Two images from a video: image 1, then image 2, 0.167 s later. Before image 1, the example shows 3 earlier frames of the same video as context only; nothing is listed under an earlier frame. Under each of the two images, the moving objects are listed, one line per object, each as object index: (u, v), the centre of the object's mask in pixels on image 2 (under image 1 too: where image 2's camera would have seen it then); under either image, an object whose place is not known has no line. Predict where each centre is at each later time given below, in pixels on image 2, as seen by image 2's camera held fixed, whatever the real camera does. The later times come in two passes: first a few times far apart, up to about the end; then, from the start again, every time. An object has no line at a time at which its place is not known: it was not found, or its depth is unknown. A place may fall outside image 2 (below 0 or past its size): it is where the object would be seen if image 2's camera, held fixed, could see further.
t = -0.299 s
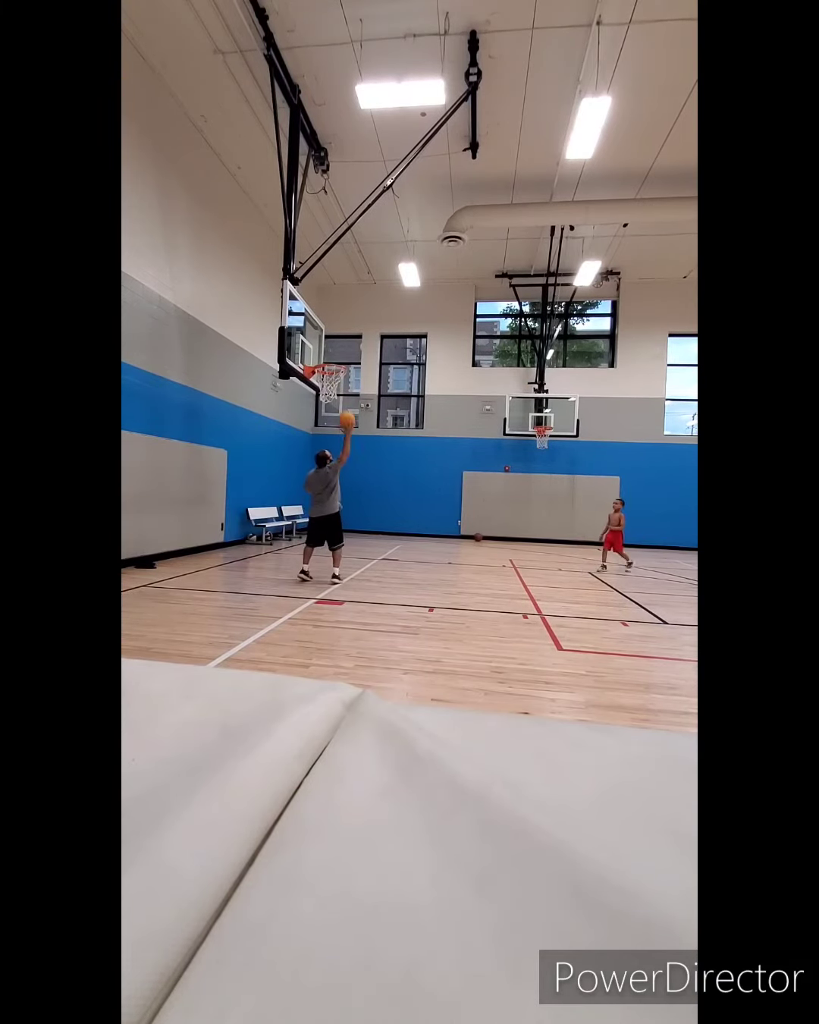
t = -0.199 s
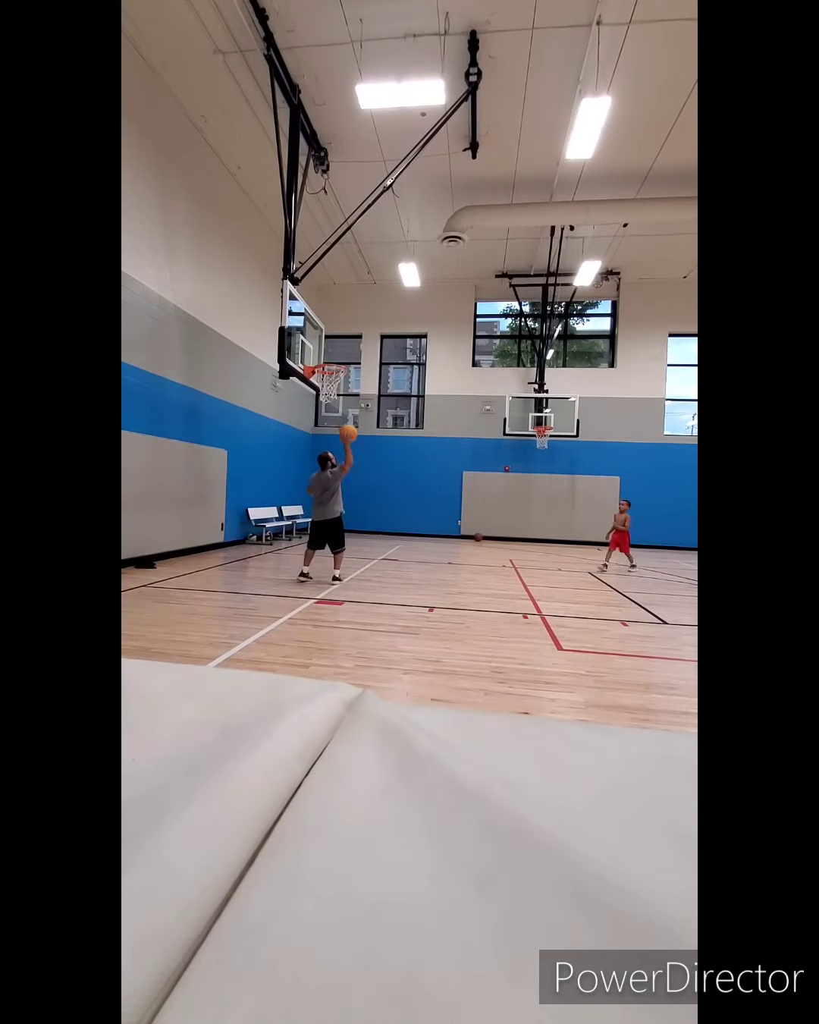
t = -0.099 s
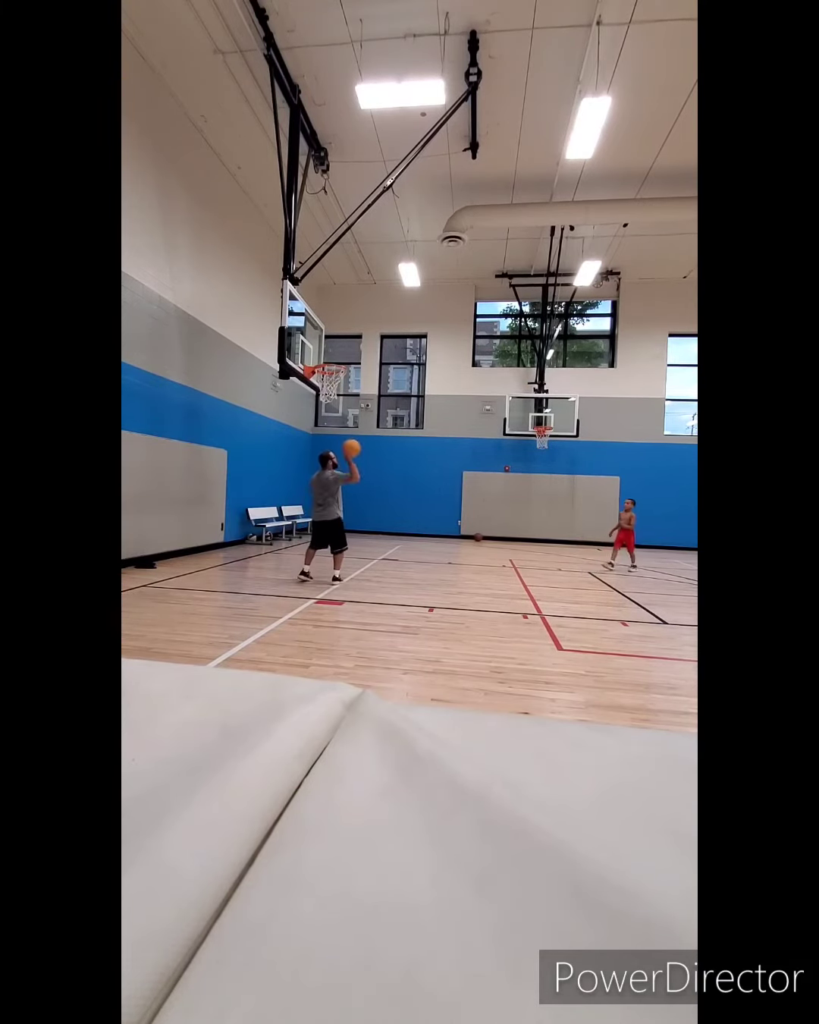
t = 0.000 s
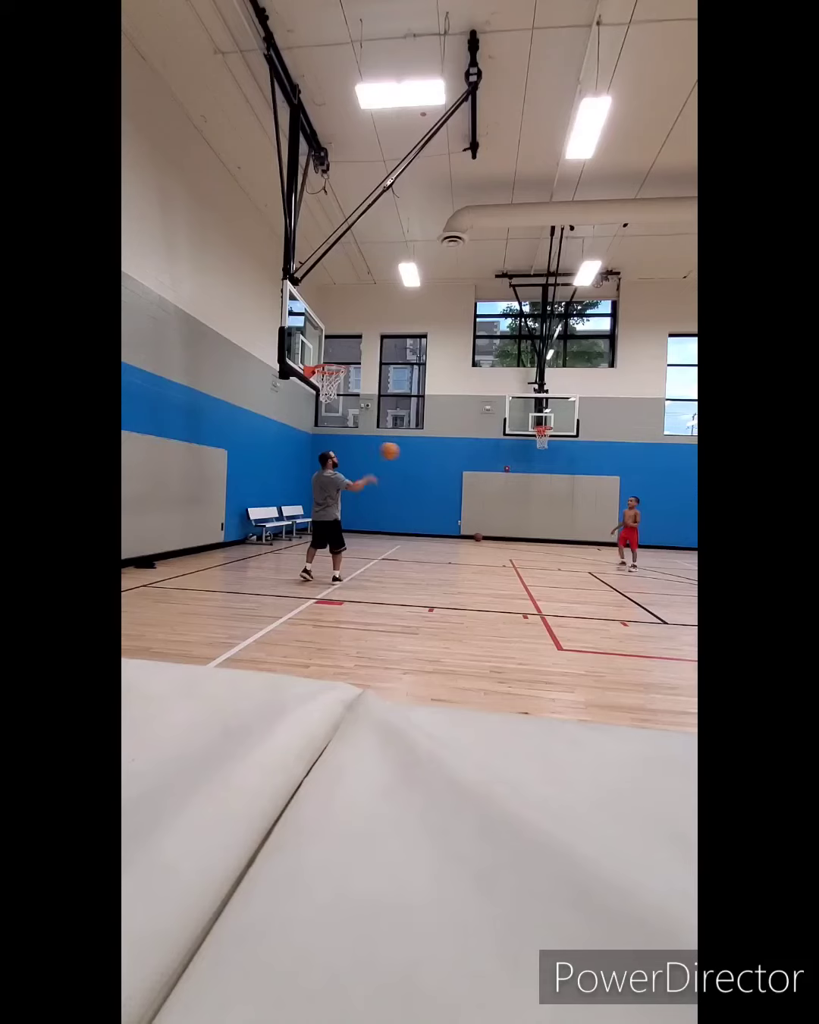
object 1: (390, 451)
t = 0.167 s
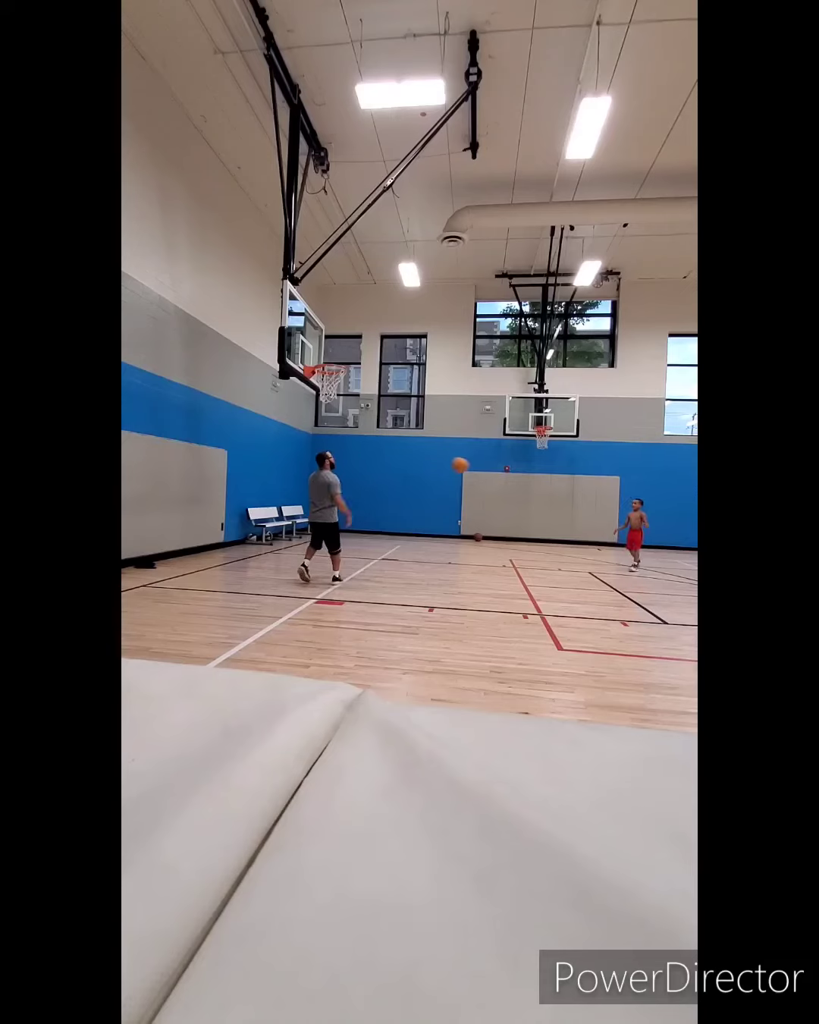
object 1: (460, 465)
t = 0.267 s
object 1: (495, 481)
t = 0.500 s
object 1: (562, 534)
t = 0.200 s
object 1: (472, 470)
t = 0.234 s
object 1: (484, 475)
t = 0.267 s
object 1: (495, 481)
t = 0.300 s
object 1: (506, 488)
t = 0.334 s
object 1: (516, 494)
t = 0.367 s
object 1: (526, 501)
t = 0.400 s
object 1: (536, 509)
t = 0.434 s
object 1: (545, 517)
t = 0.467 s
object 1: (554, 525)
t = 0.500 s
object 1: (562, 534)
